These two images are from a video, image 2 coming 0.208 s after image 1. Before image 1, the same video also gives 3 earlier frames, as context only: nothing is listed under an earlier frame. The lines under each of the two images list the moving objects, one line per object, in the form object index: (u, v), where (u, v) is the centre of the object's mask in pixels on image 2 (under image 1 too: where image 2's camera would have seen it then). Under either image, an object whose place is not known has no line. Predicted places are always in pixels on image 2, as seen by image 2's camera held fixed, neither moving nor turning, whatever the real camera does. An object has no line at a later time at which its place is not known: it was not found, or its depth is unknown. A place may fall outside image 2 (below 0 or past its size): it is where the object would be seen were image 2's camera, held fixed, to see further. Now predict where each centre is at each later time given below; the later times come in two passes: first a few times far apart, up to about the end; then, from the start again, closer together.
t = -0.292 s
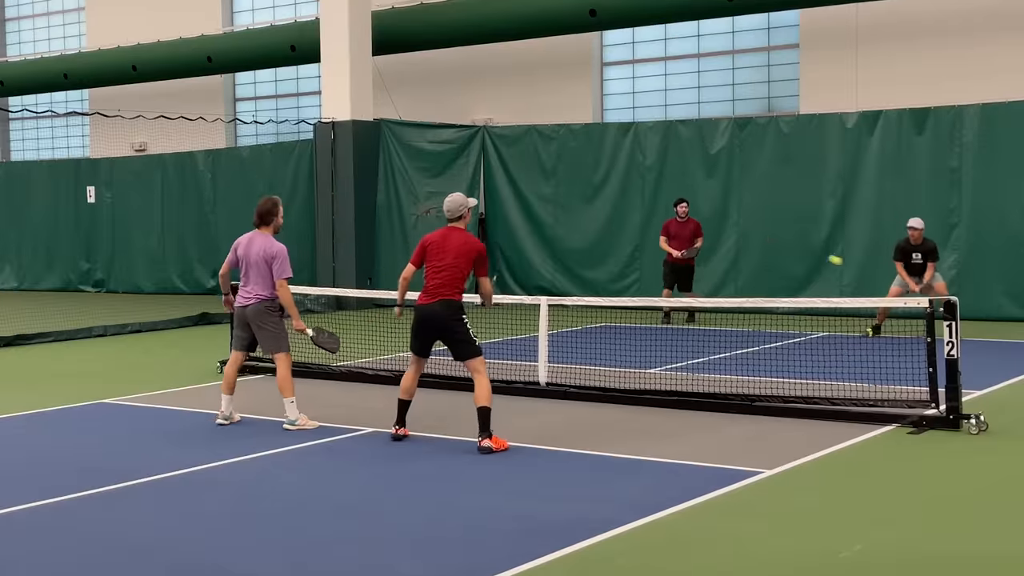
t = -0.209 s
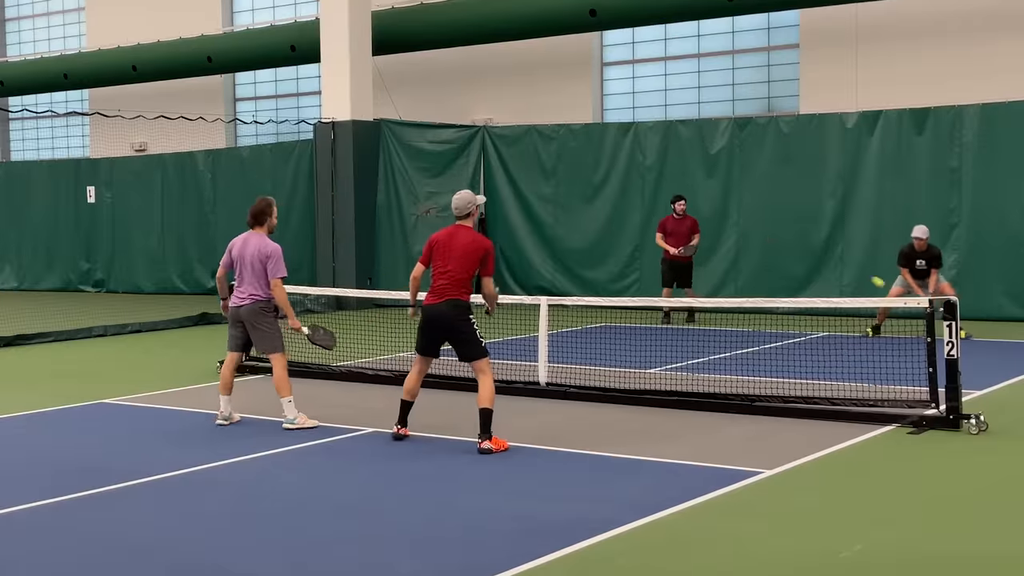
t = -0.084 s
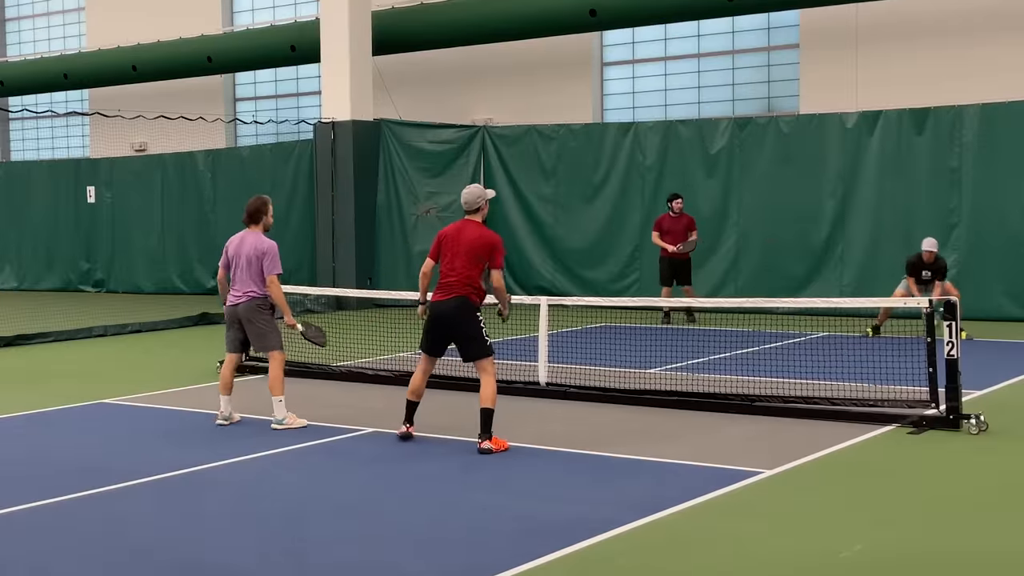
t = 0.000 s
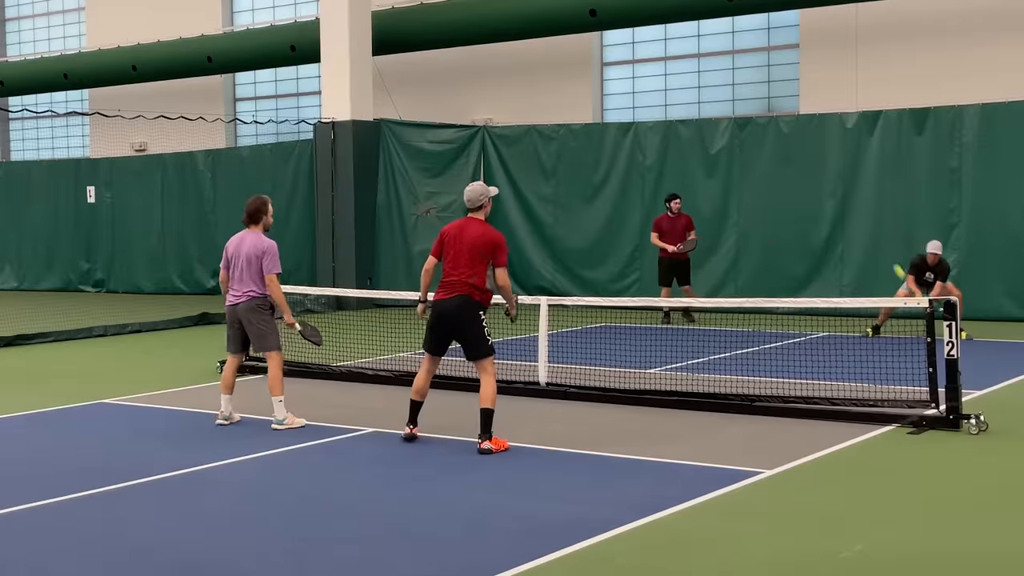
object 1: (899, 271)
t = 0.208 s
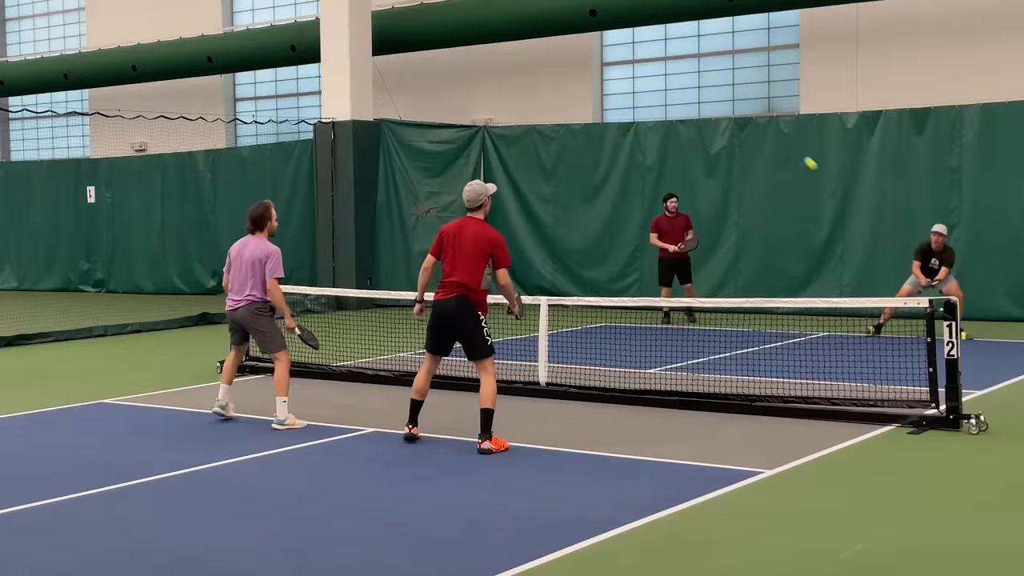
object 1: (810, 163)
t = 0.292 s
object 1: (772, 129)
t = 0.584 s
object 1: (629, 59)
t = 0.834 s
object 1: (489, 67)
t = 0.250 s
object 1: (792, 145)
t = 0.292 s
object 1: (772, 129)
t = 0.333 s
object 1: (754, 115)
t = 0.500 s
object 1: (671, 70)
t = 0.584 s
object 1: (629, 59)
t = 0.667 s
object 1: (584, 53)
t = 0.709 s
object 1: (561, 53)
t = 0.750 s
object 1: (537, 56)
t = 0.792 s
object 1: (513, 61)
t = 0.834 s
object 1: (489, 67)
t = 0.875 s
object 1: (463, 77)
